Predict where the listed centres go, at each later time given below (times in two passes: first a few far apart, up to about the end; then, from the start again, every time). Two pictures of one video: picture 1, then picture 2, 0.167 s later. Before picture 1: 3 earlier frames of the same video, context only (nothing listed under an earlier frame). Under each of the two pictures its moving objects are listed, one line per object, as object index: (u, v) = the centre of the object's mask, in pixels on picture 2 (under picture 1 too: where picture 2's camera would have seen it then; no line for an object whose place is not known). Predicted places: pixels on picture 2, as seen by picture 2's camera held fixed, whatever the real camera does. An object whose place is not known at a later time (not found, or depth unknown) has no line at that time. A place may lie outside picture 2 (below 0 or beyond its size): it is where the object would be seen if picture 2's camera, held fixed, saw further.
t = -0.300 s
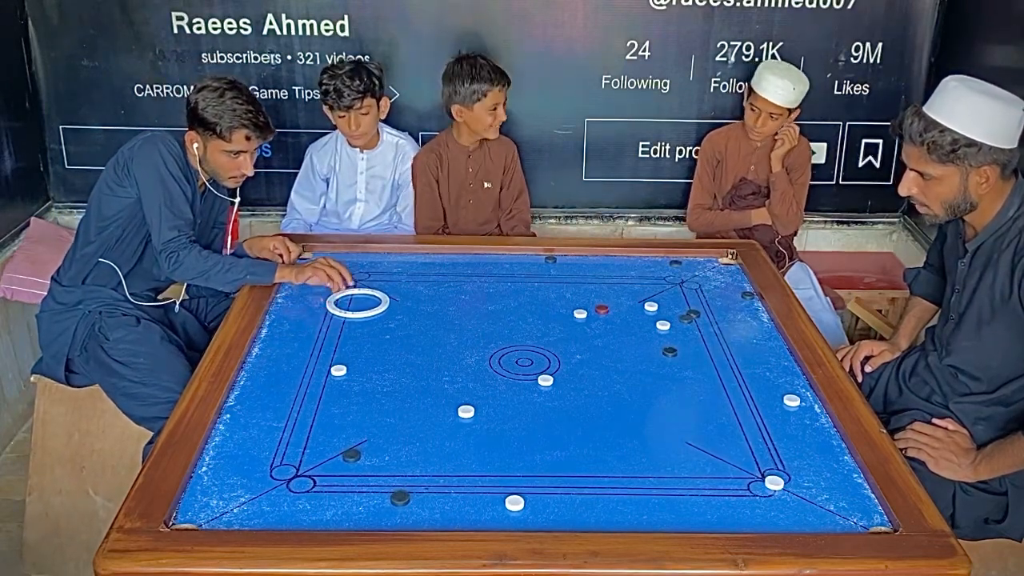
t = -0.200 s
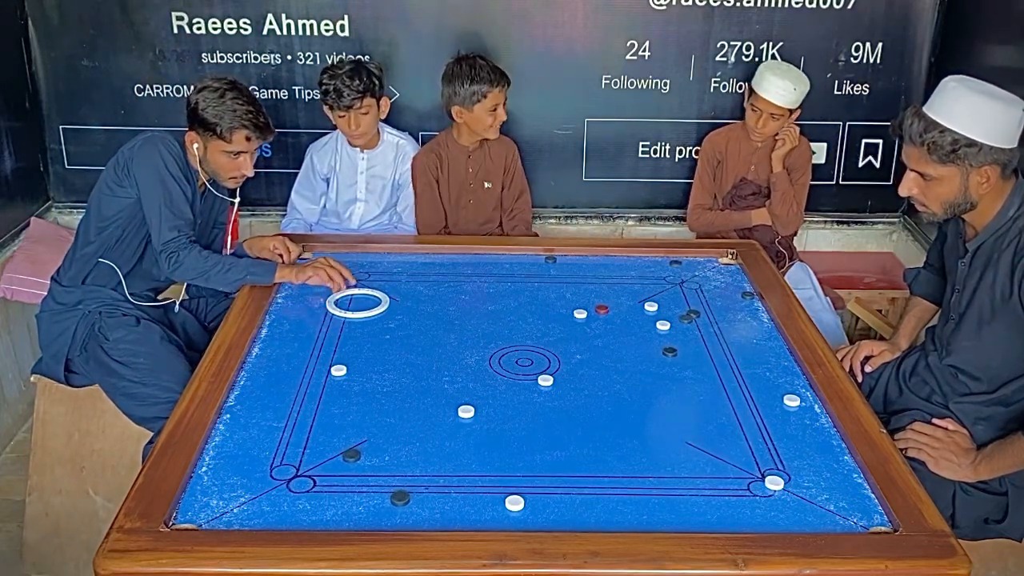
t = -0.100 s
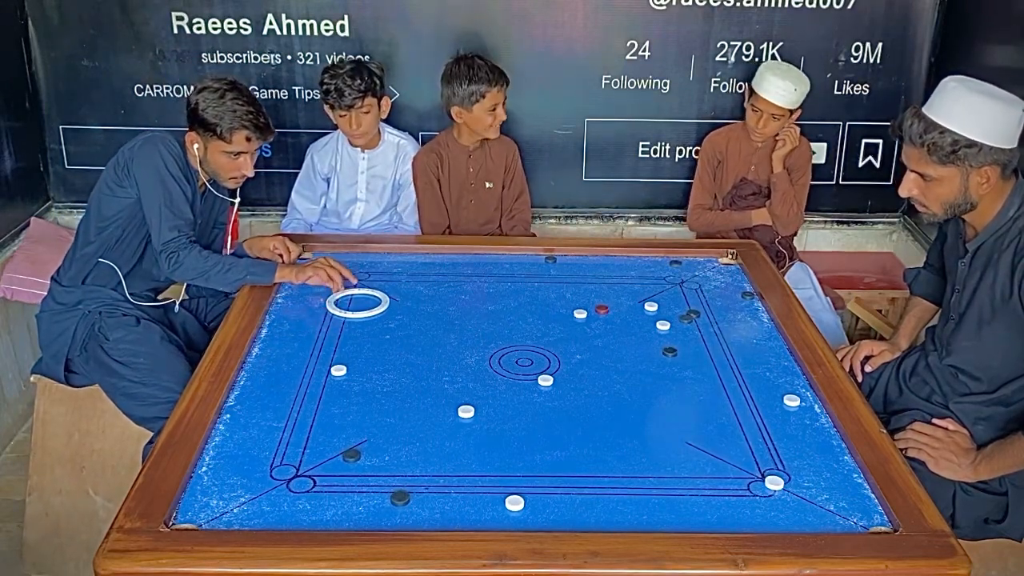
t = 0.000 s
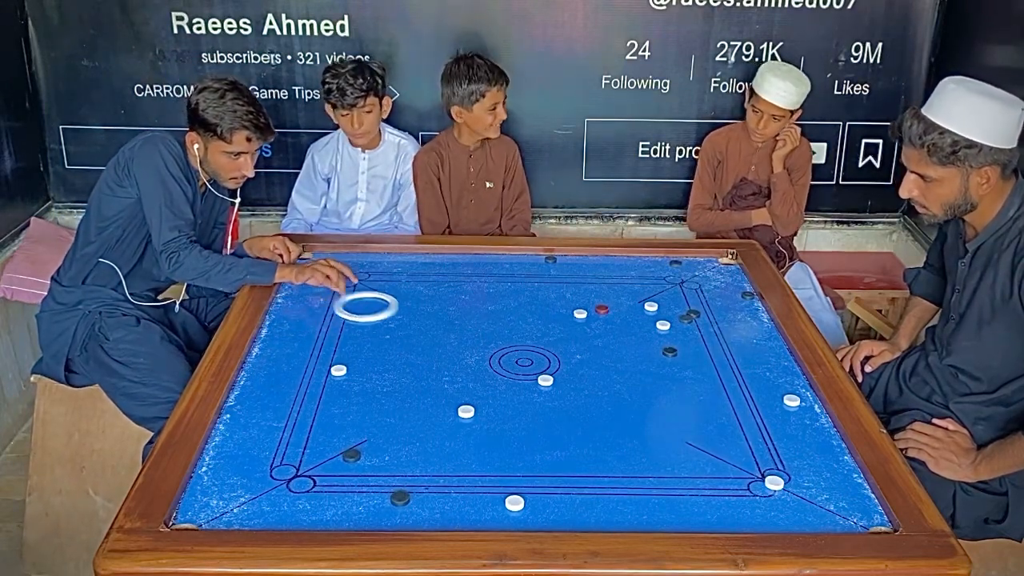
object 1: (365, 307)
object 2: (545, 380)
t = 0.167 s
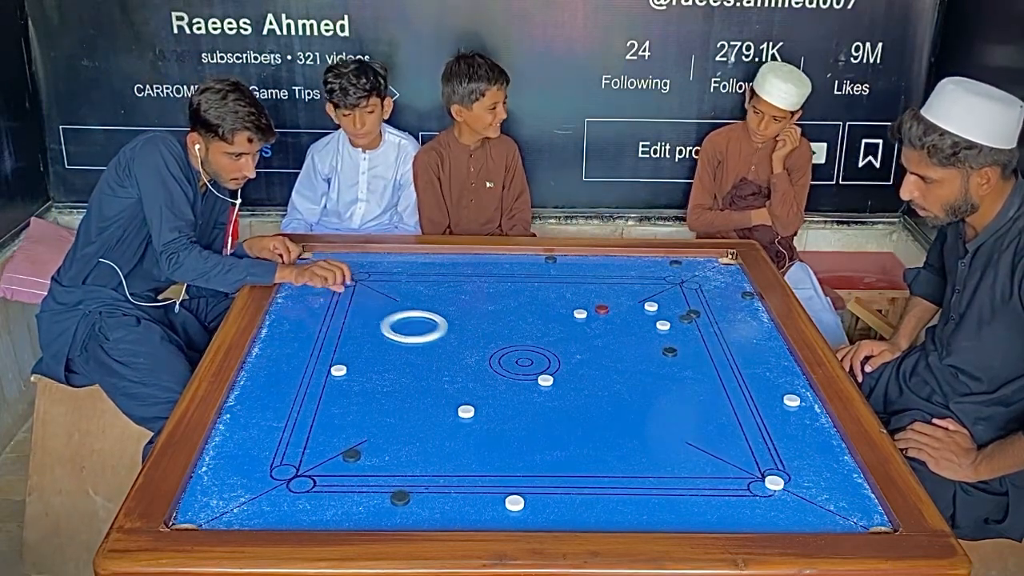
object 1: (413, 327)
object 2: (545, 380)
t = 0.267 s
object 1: (443, 339)
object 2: (545, 380)
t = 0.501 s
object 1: (515, 369)
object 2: (550, 382)
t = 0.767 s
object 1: (588, 399)
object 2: (639, 422)
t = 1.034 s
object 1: (664, 430)
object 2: (732, 463)
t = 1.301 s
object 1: (740, 461)
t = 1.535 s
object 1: (797, 482)
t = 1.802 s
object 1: (817, 497)
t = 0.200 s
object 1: (423, 331)
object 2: (545, 380)
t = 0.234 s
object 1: (433, 335)
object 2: (545, 380)
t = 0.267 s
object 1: (443, 339)
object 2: (545, 380)
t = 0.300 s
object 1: (453, 343)
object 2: (545, 380)
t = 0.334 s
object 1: (463, 348)
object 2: (545, 380)
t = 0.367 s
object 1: (473, 352)
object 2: (545, 380)
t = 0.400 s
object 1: (484, 356)
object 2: (545, 380)
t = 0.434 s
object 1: (494, 361)
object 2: (545, 380)
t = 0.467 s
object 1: (505, 365)
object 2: (545, 380)
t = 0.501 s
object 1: (515, 369)
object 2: (550, 382)
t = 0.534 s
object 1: (524, 372)
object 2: (562, 387)
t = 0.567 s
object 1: (533, 377)
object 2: (573, 392)
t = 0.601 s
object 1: (542, 380)
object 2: (584, 397)
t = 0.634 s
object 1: (551, 384)
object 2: (595, 402)
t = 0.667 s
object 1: (560, 388)
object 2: (606, 407)
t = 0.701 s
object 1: (569, 392)
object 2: (617, 412)
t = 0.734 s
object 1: (579, 395)
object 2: (628, 417)
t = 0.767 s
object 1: (588, 399)
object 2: (639, 422)
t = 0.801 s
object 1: (597, 403)
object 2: (651, 427)
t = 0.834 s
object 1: (607, 407)
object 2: (662, 432)
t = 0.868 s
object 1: (616, 411)
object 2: (673, 437)
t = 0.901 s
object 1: (626, 415)
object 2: (685, 442)
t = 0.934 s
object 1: (635, 419)
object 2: (697, 448)
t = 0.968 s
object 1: (645, 423)
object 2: (709, 453)
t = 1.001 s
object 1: (654, 427)
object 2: (720, 458)
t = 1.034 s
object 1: (664, 430)
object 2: (732, 463)
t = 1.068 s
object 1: (674, 434)
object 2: (743, 469)
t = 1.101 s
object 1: (683, 438)
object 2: (755, 473)
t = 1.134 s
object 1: (693, 442)
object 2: (758, 475)
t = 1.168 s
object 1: (703, 446)
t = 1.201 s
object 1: (713, 450)
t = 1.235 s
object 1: (723, 454)
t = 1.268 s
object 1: (731, 457)
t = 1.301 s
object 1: (740, 461)
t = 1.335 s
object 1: (748, 464)
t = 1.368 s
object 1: (756, 467)
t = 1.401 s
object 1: (765, 470)
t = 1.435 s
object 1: (773, 473)
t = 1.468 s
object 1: (781, 476)
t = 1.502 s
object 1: (789, 479)
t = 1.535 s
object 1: (797, 482)
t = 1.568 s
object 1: (805, 485)
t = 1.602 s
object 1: (813, 488)
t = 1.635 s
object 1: (821, 490)
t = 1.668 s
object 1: (828, 493)
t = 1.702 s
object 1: (830, 495)
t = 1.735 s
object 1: (825, 496)
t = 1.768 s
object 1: (821, 496)
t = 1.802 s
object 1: (817, 497)
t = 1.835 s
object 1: (812, 498)
